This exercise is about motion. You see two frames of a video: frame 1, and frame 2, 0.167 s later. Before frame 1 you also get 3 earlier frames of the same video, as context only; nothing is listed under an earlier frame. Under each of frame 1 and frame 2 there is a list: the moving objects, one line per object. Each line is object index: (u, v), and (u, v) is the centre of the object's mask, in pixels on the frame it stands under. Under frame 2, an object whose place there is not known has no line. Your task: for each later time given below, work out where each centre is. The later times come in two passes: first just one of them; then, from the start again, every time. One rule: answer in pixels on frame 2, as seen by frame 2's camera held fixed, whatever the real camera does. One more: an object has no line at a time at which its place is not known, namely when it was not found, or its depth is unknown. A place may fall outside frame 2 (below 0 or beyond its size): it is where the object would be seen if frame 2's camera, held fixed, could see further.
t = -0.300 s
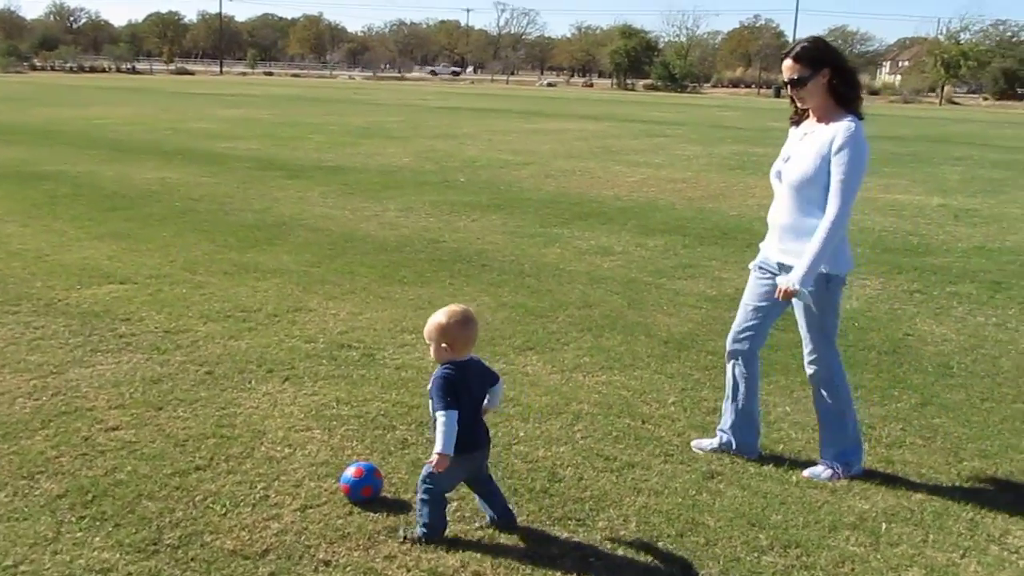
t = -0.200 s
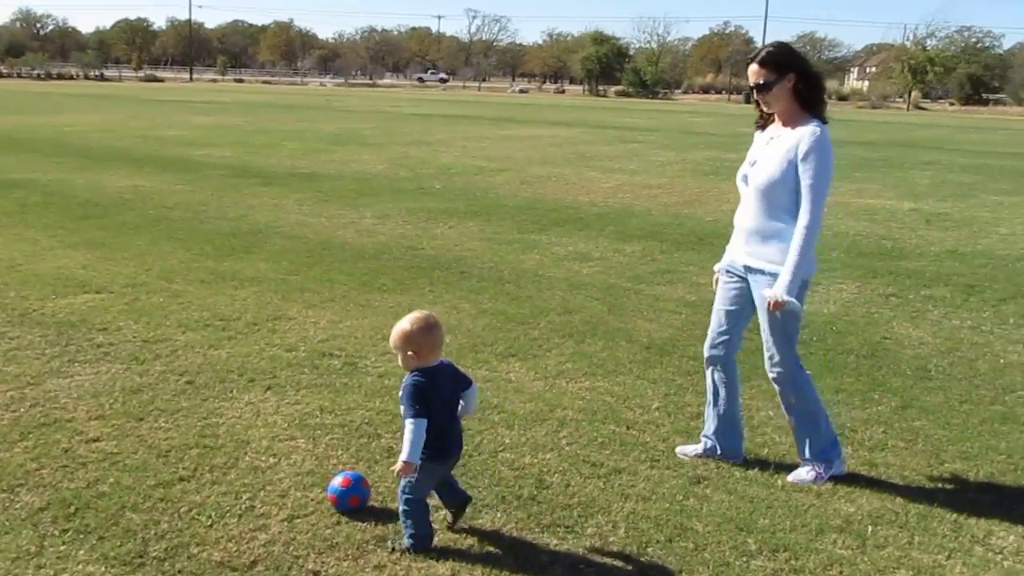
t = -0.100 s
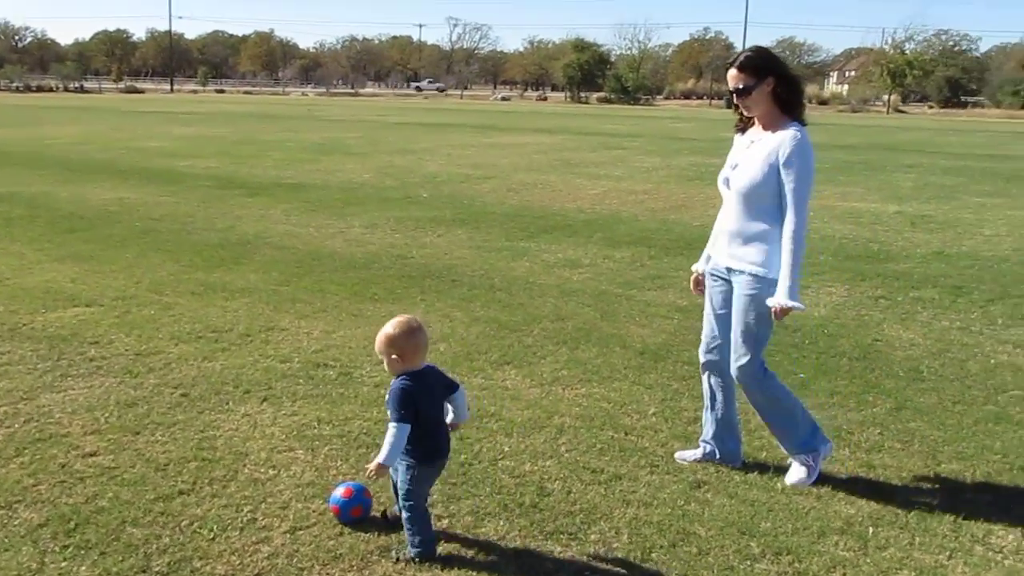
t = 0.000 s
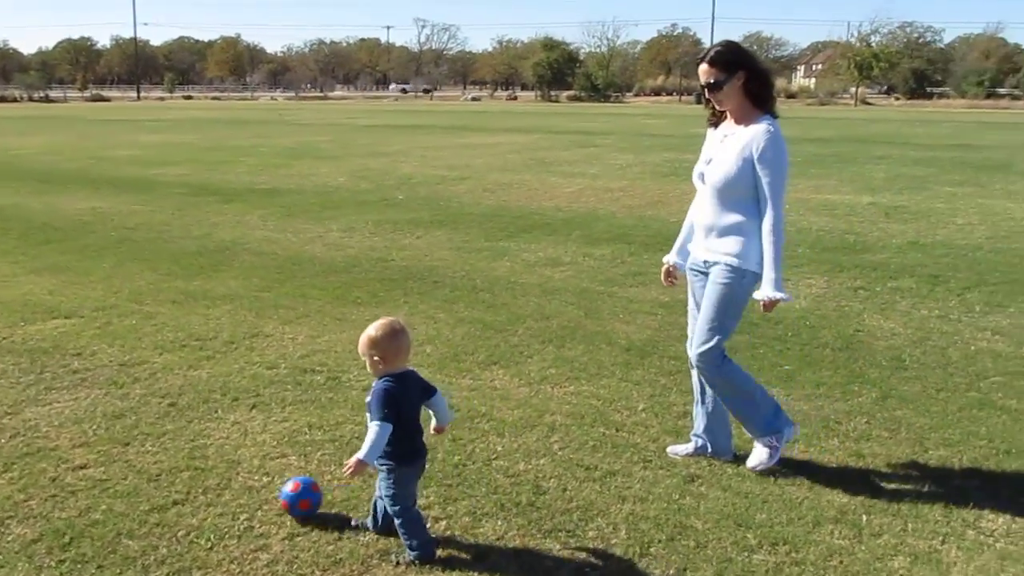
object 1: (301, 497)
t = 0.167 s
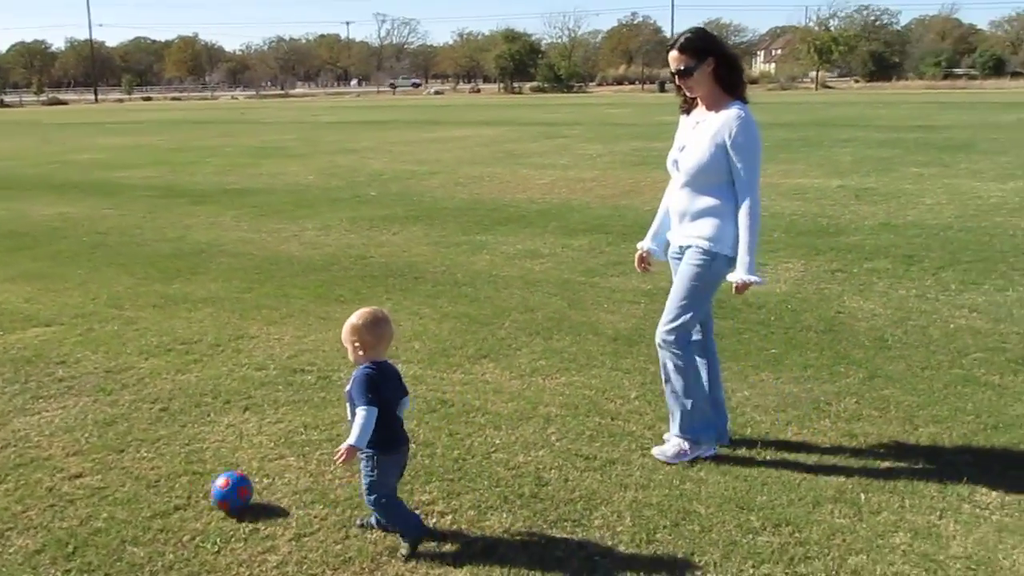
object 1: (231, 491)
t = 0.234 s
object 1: (211, 488)
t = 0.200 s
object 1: (221, 490)
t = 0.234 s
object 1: (211, 488)
